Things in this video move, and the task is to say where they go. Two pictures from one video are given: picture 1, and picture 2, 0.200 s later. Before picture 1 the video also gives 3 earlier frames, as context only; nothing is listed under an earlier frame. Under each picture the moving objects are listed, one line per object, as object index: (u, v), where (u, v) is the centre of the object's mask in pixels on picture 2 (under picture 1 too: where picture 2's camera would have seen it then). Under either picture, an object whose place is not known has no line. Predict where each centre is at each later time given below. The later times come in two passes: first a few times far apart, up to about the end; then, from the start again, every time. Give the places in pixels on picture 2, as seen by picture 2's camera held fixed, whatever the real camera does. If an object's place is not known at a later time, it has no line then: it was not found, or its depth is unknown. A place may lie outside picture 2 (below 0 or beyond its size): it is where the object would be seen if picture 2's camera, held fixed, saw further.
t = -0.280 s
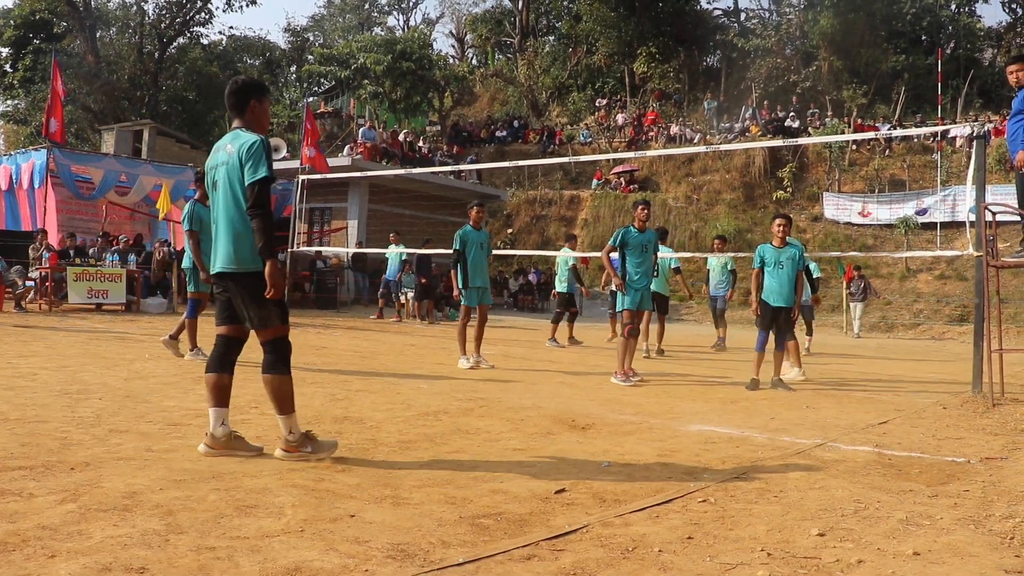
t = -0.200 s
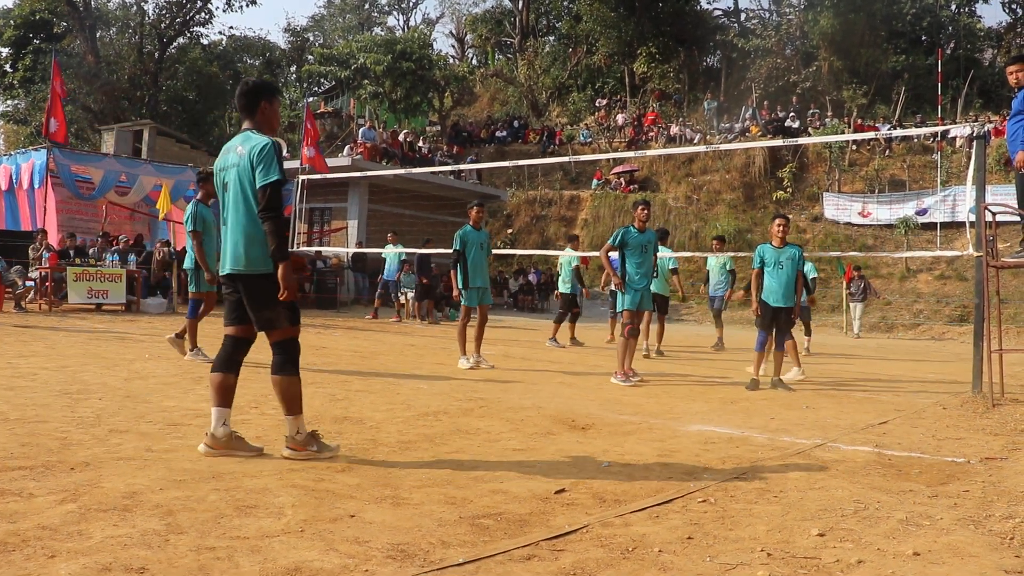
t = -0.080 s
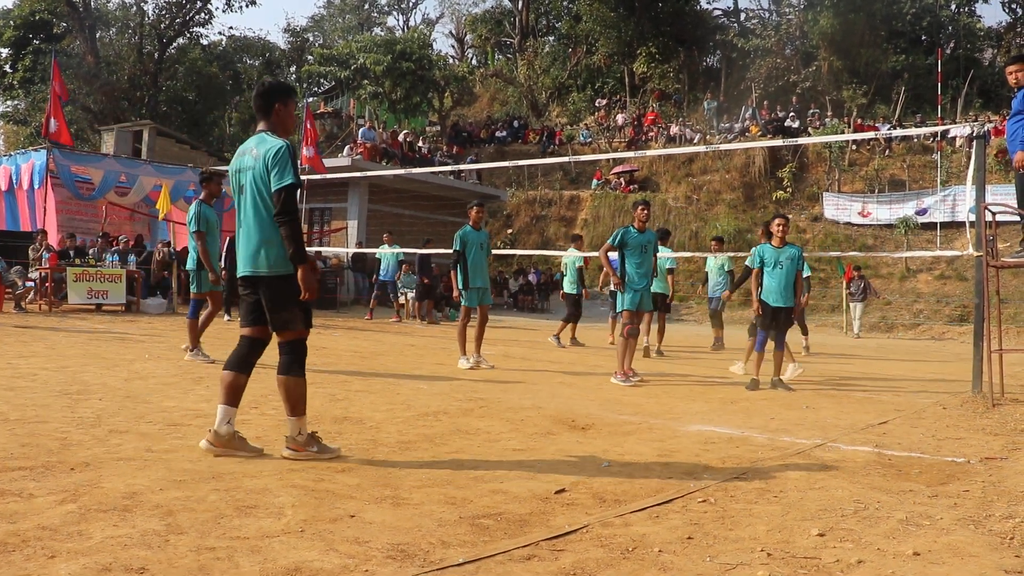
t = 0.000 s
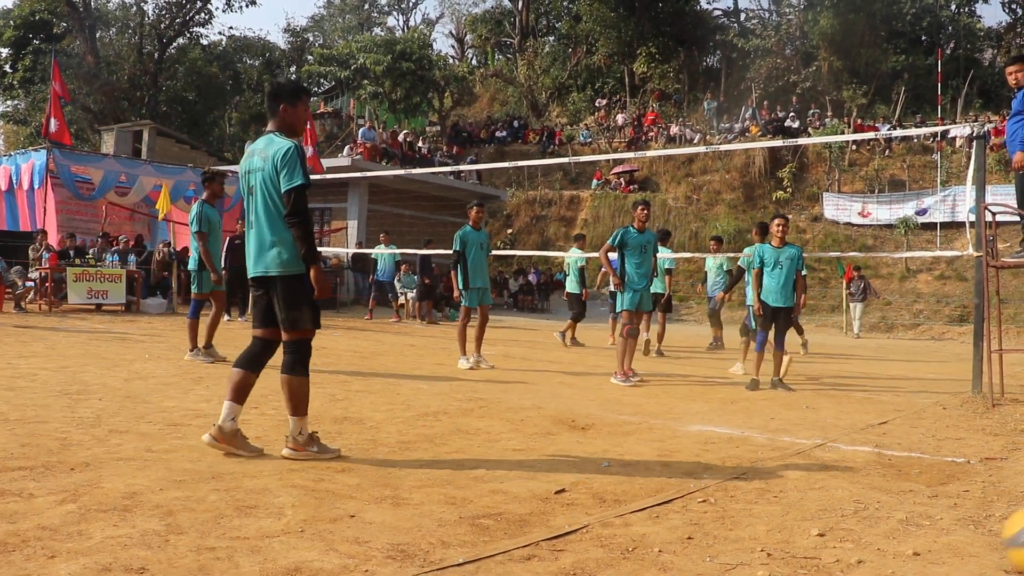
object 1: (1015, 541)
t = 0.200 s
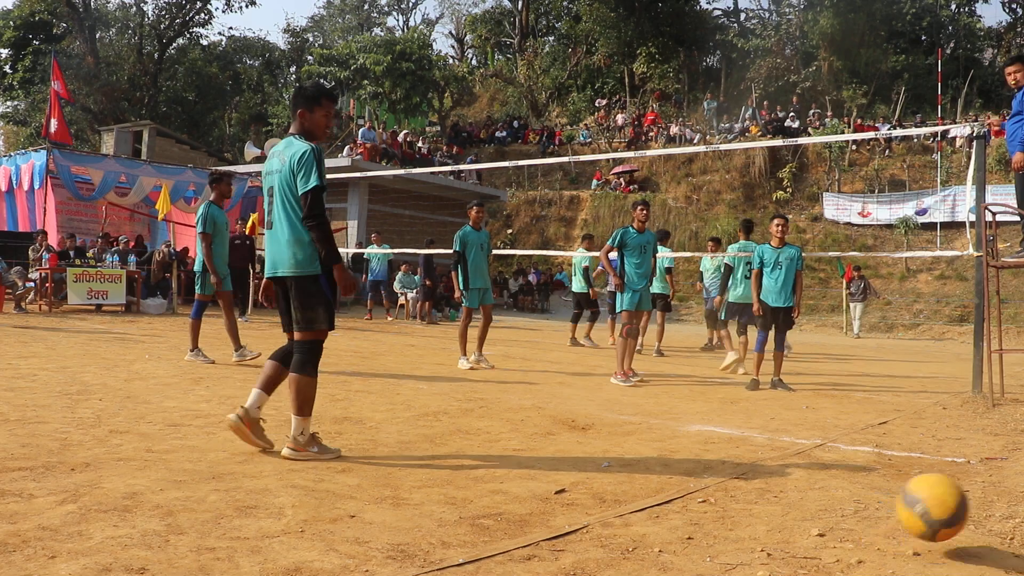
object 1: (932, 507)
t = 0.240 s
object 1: (912, 514)
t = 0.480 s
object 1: (772, 514)
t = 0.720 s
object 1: (642, 507)
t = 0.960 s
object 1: (527, 490)
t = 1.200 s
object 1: (416, 484)
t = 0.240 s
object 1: (912, 514)
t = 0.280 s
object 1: (889, 525)
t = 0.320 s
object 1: (865, 519)
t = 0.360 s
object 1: (841, 516)
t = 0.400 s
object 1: (817, 519)
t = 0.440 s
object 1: (794, 519)
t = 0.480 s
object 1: (772, 514)
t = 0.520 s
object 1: (749, 514)
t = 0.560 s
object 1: (727, 515)
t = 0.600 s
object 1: (705, 510)
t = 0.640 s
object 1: (683, 508)
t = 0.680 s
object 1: (663, 505)
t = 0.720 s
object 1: (642, 507)
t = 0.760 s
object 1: (623, 499)
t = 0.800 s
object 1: (603, 495)
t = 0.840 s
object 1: (584, 496)
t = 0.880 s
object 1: (564, 500)
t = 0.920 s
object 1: (545, 494)
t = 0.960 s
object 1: (527, 490)
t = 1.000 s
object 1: (507, 492)
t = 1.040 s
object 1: (489, 492)
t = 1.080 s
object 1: (470, 487)
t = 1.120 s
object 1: (452, 487)
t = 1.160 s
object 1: (434, 484)
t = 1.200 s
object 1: (416, 484)
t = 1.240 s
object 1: (399, 481)
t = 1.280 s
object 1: (382, 481)
